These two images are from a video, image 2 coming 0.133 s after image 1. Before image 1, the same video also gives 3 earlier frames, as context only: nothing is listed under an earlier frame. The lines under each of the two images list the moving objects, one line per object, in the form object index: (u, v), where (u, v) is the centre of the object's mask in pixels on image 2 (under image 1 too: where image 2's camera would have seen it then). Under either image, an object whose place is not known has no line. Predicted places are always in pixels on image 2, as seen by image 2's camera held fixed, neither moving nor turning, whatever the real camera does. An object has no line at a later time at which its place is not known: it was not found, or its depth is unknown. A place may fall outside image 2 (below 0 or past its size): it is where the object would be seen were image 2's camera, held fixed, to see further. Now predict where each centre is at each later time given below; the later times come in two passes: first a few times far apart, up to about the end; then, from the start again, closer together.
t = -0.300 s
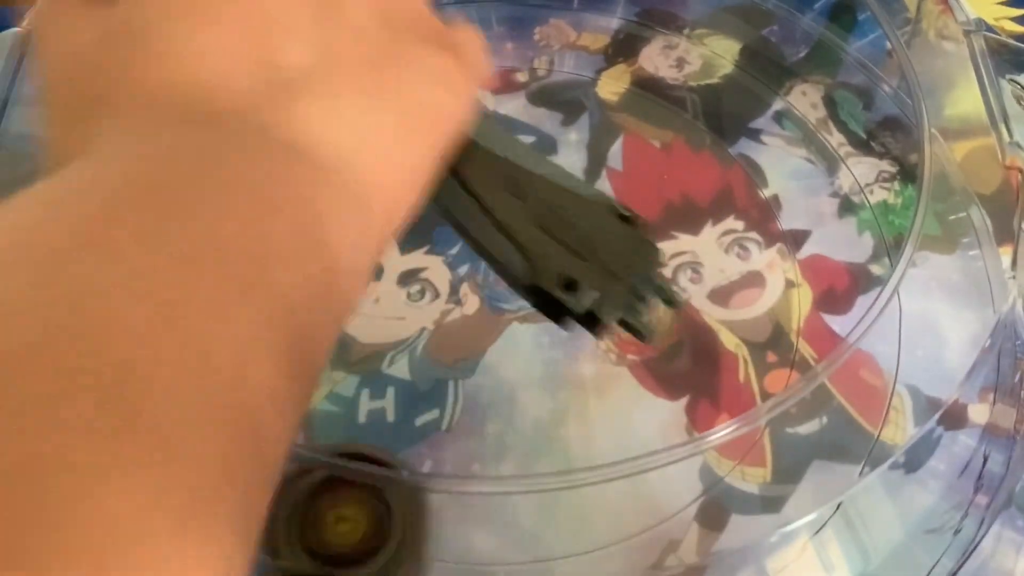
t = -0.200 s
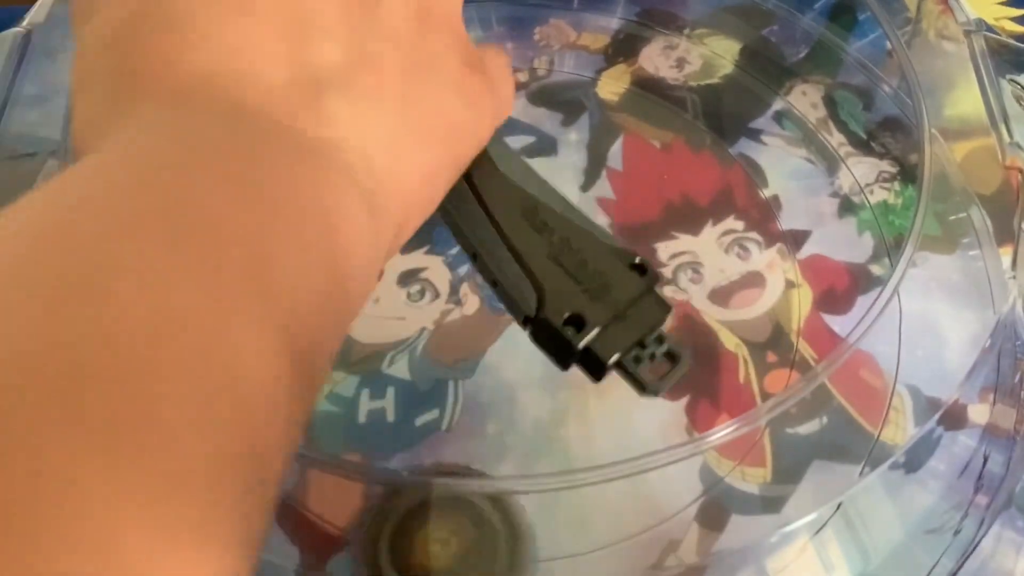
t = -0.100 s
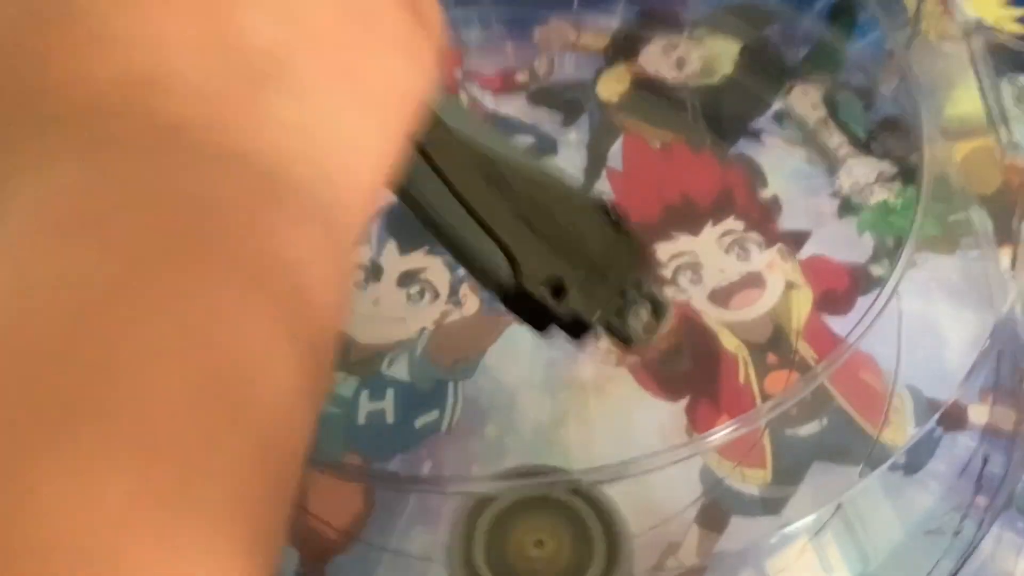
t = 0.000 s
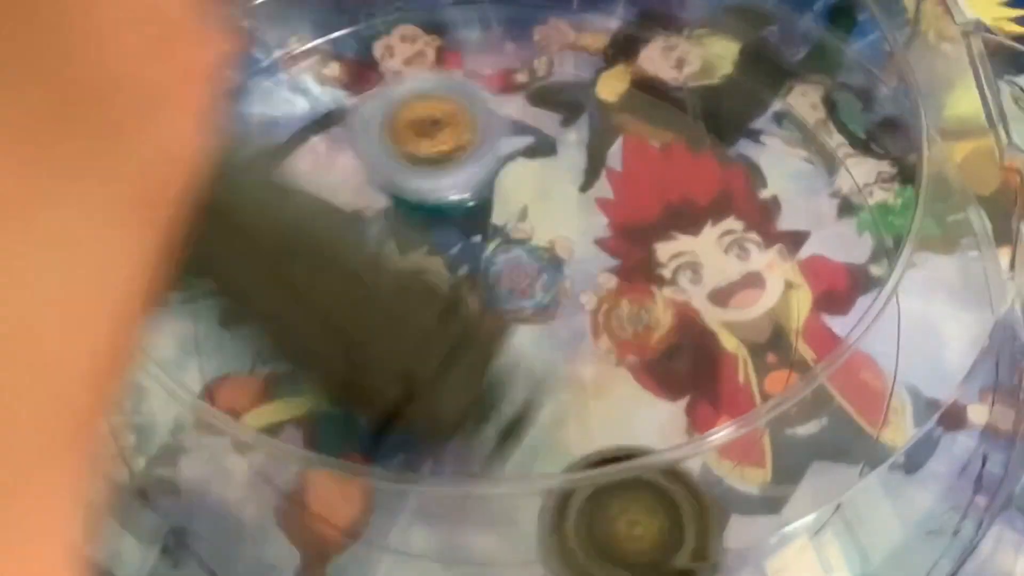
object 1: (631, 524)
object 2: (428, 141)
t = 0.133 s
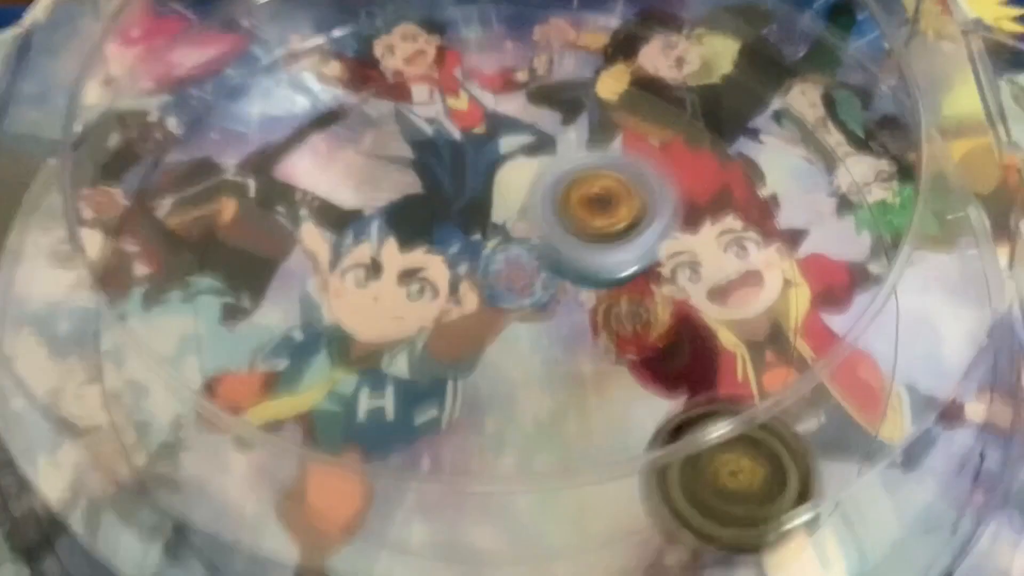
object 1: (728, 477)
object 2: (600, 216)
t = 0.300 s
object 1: (882, 433)
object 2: (626, 287)
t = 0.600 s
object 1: (856, 299)
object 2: (284, 151)
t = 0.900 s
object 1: (659, 242)
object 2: (432, 141)
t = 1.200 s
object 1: (689, 425)
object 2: (272, 21)
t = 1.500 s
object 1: (524, 339)
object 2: (158, 89)
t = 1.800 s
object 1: (377, 269)
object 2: (32, 245)
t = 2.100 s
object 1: (526, 460)
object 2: (81, 411)
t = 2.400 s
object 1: (619, 310)
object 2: (184, 524)
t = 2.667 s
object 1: (366, 196)
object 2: (281, 531)
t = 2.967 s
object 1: (250, 315)
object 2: (506, 453)
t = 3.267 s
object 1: (331, 210)
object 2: (917, 322)
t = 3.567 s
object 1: (597, 232)
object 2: (961, 209)
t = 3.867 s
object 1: (456, 137)
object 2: (922, 139)
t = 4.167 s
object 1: (379, 247)
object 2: (838, 73)
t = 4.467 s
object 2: (728, 59)
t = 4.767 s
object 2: (502, 9)
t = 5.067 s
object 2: (382, 94)
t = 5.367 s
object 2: (485, 415)
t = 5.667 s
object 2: (71, 132)
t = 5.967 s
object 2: (306, 229)
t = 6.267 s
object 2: (720, 274)
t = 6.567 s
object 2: (791, 215)
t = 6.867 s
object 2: (668, 63)
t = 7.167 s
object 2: (382, 21)
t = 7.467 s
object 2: (204, 126)
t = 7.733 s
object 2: (162, 351)
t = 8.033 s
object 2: (429, 522)
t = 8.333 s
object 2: (788, 461)
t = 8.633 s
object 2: (864, 192)
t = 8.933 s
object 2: (686, 30)
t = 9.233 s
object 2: (419, 20)
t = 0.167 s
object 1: (749, 468)
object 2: (630, 223)
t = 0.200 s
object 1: (772, 448)
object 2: (660, 246)
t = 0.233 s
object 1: (793, 436)
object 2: (686, 288)
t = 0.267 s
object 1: (843, 451)
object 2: (671, 314)
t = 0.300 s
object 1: (882, 433)
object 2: (626, 287)
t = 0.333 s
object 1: (914, 415)
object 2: (572, 271)
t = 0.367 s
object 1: (927, 411)
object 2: (530, 272)
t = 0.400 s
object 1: (921, 387)
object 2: (484, 270)
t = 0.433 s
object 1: (913, 370)
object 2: (437, 237)
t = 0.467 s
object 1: (902, 353)
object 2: (399, 214)
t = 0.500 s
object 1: (889, 339)
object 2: (356, 210)
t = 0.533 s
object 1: (877, 324)
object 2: (321, 188)
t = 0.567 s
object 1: (865, 310)
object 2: (296, 153)
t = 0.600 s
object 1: (856, 299)
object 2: (284, 151)
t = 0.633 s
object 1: (844, 289)
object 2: (277, 149)
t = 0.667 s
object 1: (825, 277)
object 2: (279, 132)
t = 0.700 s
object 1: (820, 272)
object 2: (284, 129)
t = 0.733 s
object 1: (811, 270)
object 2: (295, 126)
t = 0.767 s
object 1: (794, 264)
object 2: (314, 122)
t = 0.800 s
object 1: (771, 260)
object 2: (337, 126)
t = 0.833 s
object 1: (739, 255)
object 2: (367, 131)
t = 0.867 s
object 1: (703, 249)
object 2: (397, 135)
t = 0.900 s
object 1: (659, 242)
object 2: (432, 141)
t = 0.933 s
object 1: (619, 235)
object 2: (476, 149)
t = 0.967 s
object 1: (606, 247)
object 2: (476, 139)
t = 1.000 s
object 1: (637, 283)
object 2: (434, 103)
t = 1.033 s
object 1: (659, 313)
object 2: (395, 65)
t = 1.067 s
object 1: (675, 345)
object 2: (366, 45)
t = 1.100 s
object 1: (684, 370)
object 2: (333, 35)
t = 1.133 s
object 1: (688, 388)
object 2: (306, 28)
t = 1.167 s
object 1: (692, 412)
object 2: (287, 22)
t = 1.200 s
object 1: (689, 425)
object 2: (272, 21)
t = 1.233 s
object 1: (681, 431)
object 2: (254, 21)
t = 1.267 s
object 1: (669, 434)
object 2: (236, 24)
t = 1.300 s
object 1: (655, 434)
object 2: (225, 28)
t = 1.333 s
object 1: (637, 423)
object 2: (220, 35)
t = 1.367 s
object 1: (614, 407)
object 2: (211, 40)
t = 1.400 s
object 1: (596, 400)
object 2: (200, 49)
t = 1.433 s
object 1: (573, 383)
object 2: (187, 59)
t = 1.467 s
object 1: (548, 364)
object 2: (171, 72)
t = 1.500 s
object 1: (524, 339)
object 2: (158, 89)
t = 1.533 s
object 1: (500, 315)
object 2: (145, 107)
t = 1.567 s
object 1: (476, 290)
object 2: (131, 124)
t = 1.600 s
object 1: (458, 270)
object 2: (95, 139)
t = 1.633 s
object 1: (438, 251)
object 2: (75, 155)
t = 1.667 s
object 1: (421, 241)
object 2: (58, 171)
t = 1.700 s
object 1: (404, 234)
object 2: (32, 188)
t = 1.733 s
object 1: (391, 237)
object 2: (31, 207)
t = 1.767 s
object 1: (382, 247)
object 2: (33, 218)
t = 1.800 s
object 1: (377, 269)
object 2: (32, 245)
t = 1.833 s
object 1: (371, 291)
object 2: (35, 264)
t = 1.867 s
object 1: (375, 315)
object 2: (41, 278)
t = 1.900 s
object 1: (384, 354)
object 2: (45, 296)
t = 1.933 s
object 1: (397, 380)
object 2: (50, 314)
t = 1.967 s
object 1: (419, 407)
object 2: (55, 332)
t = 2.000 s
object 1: (443, 422)
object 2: (61, 355)
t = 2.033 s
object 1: (471, 433)
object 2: (69, 371)
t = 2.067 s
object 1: (494, 458)
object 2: (74, 388)
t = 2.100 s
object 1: (526, 460)
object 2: (81, 411)
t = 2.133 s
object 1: (553, 460)
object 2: (88, 431)
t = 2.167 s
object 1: (580, 455)
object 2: (94, 450)
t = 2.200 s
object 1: (601, 442)
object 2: (98, 471)
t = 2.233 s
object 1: (615, 420)
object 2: (113, 485)
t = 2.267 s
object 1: (631, 406)
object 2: (126, 494)
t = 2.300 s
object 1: (642, 391)
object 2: (142, 501)
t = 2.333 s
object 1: (642, 364)
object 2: (151, 507)
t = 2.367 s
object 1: (636, 338)
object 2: (167, 515)
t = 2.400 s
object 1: (619, 310)
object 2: (184, 524)
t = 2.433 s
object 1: (598, 283)
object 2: (200, 530)
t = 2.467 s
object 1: (569, 257)
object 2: (211, 532)
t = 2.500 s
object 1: (538, 237)
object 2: (222, 533)
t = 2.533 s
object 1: (504, 218)
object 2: (233, 535)
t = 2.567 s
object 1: (471, 201)
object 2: (251, 534)
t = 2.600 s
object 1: (435, 189)
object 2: (261, 535)
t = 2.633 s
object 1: (402, 188)
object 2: (274, 532)
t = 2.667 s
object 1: (366, 196)
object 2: (281, 531)
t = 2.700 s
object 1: (333, 209)
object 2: (294, 525)
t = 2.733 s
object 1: (309, 227)
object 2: (302, 520)
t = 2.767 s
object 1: (289, 249)
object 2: (318, 520)
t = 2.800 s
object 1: (278, 272)
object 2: (330, 496)
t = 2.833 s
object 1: (274, 298)
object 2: (345, 484)
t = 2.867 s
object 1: (277, 322)
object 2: (361, 468)
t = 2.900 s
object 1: (281, 343)
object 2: (377, 442)
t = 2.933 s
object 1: (274, 343)
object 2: (429, 443)
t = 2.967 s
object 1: (250, 315)
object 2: (506, 453)
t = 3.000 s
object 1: (234, 296)
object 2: (579, 452)
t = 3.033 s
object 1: (227, 276)
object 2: (645, 443)
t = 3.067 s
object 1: (228, 257)
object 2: (710, 435)
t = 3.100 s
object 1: (233, 244)
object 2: (752, 418)
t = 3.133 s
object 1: (245, 231)
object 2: (791, 396)
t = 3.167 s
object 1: (260, 225)
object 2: (824, 379)
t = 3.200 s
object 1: (279, 218)
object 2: (864, 360)
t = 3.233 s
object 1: (302, 213)
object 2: (898, 348)
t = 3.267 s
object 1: (331, 210)
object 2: (917, 322)
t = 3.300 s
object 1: (362, 214)
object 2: (922, 310)
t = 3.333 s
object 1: (398, 216)
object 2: (924, 297)
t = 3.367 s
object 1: (431, 223)
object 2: (927, 283)
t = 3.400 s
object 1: (469, 230)
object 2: (934, 268)
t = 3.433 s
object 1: (503, 239)
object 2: (939, 255)
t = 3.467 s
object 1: (534, 241)
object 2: (945, 243)
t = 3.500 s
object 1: (564, 242)
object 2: (950, 232)
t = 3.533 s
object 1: (583, 238)
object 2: (957, 223)
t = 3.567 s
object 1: (597, 232)
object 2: (961, 209)
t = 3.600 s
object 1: (607, 222)
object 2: (972, 203)
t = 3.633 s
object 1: (609, 212)
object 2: (971, 191)
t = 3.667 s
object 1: (602, 203)
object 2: (974, 190)
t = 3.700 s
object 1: (588, 187)
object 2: (957, 175)
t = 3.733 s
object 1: (566, 169)
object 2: (952, 175)
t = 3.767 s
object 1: (540, 155)
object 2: (942, 167)
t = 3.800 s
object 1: (511, 146)
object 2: (935, 157)
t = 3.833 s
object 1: (480, 141)
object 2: (929, 149)
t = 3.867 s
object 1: (456, 137)
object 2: (922, 139)
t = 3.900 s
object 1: (435, 137)
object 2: (913, 128)
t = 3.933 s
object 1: (412, 143)
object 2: (907, 119)
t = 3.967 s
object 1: (394, 152)
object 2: (900, 112)
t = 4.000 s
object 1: (381, 162)
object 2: (890, 109)
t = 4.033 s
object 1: (372, 175)
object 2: (878, 105)
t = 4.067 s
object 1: (369, 190)
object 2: (857, 102)
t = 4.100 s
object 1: (368, 207)
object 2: (851, 94)
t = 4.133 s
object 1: (370, 226)
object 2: (845, 84)
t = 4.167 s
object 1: (379, 247)
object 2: (838, 73)
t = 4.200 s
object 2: (834, 64)
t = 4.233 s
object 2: (829, 54)
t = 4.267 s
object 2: (825, 47)
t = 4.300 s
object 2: (815, 45)
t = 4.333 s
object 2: (804, 45)
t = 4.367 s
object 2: (788, 46)
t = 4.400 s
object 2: (768, 51)
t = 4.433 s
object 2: (750, 54)
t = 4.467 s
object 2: (728, 59)
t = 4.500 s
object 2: (706, 66)
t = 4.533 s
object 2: (684, 73)
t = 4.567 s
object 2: (658, 89)
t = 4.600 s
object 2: (633, 113)
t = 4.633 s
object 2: (606, 135)
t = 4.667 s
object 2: (579, 85)
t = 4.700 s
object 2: (552, 43)
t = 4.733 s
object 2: (522, 23)
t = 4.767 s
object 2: (502, 9)
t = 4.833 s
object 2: (460, 6)
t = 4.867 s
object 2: (453, 8)
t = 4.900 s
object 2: (440, 18)
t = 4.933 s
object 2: (428, 28)
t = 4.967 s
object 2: (413, 31)
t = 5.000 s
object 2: (399, 42)
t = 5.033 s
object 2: (389, 59)
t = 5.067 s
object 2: (382, 94)
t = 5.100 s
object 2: (381, 130)
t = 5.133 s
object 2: (381, 166)
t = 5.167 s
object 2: (390, 211)
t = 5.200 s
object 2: (398, 259)
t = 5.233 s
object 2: (413, 297)
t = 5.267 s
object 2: (431, 339)
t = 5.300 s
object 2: (455, 375)
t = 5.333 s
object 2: (480, 403)
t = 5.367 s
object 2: (485, 415)
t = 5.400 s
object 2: (398, 391)
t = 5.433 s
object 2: (314, 355)
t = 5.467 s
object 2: (242, 308)
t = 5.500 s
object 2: (181, 269)
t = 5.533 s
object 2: (139, 239)
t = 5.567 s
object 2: (109, 209)
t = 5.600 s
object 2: (87, 178)
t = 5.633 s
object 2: (83, 166)
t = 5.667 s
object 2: (71, 132)
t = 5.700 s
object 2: (76, 121)
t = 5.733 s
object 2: (91, 137)
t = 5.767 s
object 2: (127, 145)
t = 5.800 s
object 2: (142, 155)
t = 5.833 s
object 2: (168, 162)
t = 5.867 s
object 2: (196, 181)
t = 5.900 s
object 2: (227, 193)
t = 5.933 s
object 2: (262, 217)
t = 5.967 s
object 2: (306, 229)
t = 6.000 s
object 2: (357, 249)
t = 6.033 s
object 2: (410, 260)
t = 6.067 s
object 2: (474, 272)
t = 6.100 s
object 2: (519, 274)
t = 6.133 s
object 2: (565, 278)
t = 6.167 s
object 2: (611, 280)
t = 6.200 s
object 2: (653, 279)
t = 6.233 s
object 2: (690, 277)
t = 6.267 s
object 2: (720, 274)
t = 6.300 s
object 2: (746, 271)
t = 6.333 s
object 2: (766, 268)
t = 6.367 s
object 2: (778, 263)
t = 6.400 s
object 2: (785, 258)
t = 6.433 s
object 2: (789, 252)
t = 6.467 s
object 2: (792, 244)
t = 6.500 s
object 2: (793, 236)
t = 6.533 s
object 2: (793, 225)
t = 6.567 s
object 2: (791, 215)
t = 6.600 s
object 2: (786, 203)
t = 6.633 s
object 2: (781, 187)
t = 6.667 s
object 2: (772, 172)
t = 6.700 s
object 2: (762, 153)
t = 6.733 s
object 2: (749, 133)
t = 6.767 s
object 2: (731, 116)
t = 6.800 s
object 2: (713, 93)
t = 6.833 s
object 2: (692, 77)
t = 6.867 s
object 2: (668, 63)
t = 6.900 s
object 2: (637, 50)
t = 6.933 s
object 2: (604, 41)
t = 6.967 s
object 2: (577, 35)
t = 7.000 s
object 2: (547, 27)
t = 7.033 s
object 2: (511, 23)
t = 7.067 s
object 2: (479, 19)
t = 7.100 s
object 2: (444, 16)
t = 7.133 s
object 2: (409, 14)
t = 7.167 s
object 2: (382, 21)
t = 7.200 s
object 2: (359, 27)
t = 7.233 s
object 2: (334, 34)
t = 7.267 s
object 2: (310, 38)
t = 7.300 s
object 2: (288, 45)
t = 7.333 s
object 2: (260, 49)
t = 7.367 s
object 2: (241, 64)
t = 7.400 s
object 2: (229, 85)
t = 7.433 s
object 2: (217, 104)
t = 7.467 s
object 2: (204, 126)
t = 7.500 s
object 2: (186, 153)
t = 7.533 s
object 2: (168, 176)
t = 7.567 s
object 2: (155, 193)
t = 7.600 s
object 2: (148, 225)
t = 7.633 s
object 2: (154, 255)
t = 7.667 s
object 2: (158, 285)
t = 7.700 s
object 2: (159, 316)
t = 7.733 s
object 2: (162, 351)
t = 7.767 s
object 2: (175, 379)
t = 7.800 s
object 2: (197, 402)
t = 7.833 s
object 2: (215, 436)
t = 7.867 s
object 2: (244, 456)
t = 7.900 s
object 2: (272, 486)
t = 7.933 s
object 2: (302, 503)
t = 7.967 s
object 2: (343, 507)
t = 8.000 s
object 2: (381, 516)
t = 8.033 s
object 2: (429, 522)
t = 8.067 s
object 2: (469, 529)
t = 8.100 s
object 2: (513, 529)
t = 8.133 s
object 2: (557, 522)
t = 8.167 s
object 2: (599, 515)
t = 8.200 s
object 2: (635, 513)
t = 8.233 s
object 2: (682, 511)
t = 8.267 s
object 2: (713, 490)
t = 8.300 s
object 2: (753, 477)
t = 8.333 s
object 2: (788, 461)
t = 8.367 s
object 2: (814, 429)
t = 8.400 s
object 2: (835, 404)
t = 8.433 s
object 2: (845, 370)
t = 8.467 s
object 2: (862, 347)
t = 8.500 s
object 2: (872, 312)
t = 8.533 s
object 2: (878, 280)
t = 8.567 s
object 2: (879, 252)
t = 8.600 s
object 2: (878, 219)
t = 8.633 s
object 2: (864, 192)
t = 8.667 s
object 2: (859, 162)
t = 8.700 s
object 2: (846, 134)
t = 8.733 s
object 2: (828, 111)
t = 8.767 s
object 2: (807, 89)
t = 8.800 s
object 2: (789, 68)
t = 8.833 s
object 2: (765, 53)
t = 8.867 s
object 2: (740, 43)
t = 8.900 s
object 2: (712, 37)
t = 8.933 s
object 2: (686, 30)
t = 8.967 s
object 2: (656, 24)
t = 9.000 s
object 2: (624, 21)
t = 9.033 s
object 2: (595, 17)
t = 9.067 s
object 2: (567, 17)
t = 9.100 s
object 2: (538, 15)
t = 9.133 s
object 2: (503, 15)
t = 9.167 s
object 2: (472, 16)
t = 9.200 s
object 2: (445, 17)
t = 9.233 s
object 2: (419, 20)
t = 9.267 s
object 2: (388, 23)
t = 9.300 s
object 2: (356, 28)
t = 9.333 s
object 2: (328, 35)
